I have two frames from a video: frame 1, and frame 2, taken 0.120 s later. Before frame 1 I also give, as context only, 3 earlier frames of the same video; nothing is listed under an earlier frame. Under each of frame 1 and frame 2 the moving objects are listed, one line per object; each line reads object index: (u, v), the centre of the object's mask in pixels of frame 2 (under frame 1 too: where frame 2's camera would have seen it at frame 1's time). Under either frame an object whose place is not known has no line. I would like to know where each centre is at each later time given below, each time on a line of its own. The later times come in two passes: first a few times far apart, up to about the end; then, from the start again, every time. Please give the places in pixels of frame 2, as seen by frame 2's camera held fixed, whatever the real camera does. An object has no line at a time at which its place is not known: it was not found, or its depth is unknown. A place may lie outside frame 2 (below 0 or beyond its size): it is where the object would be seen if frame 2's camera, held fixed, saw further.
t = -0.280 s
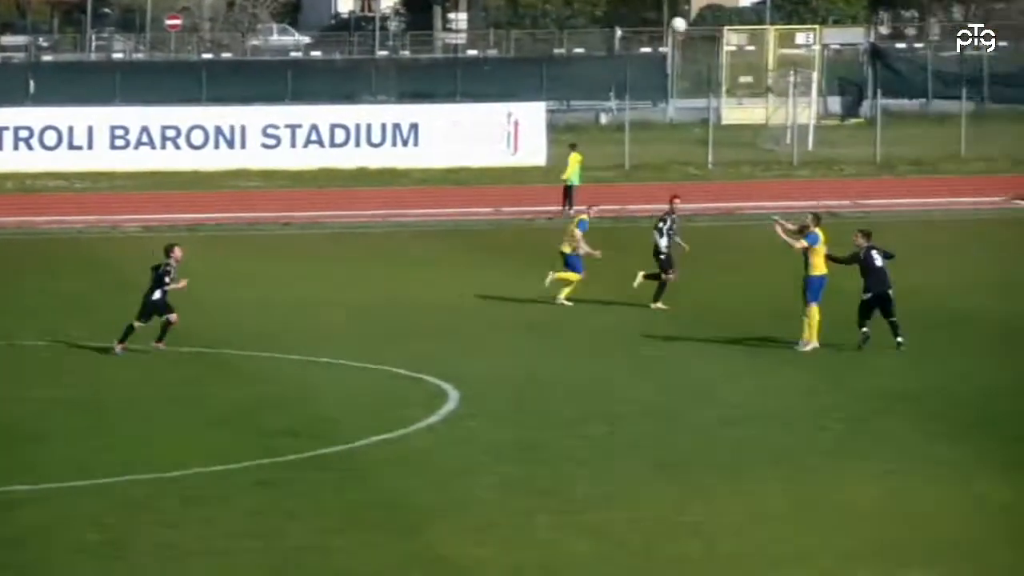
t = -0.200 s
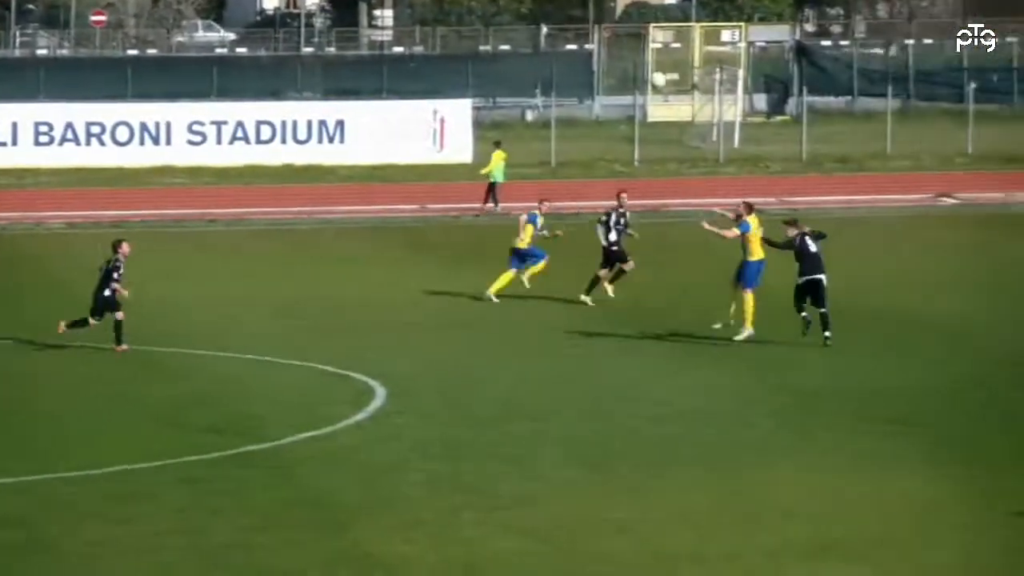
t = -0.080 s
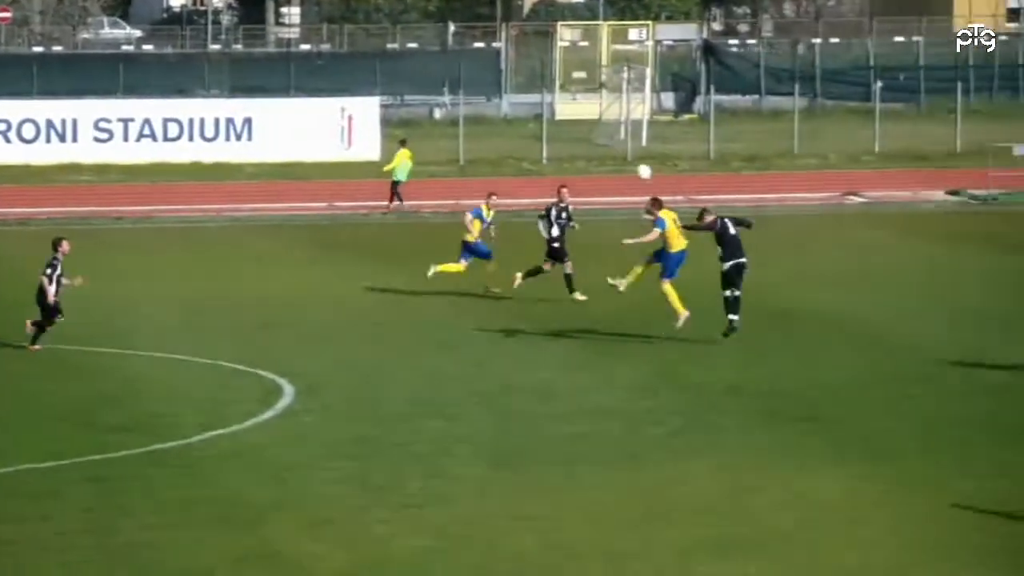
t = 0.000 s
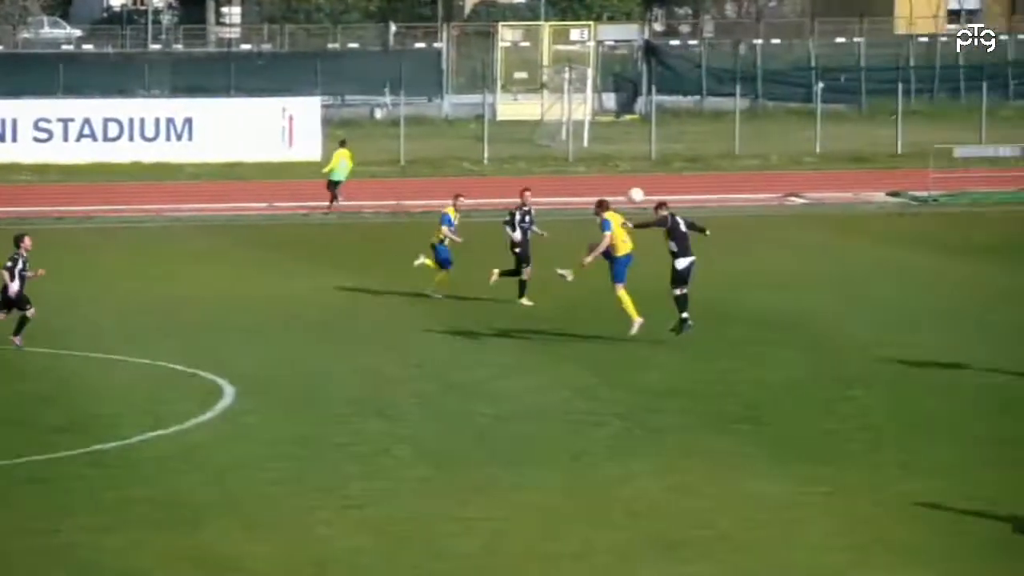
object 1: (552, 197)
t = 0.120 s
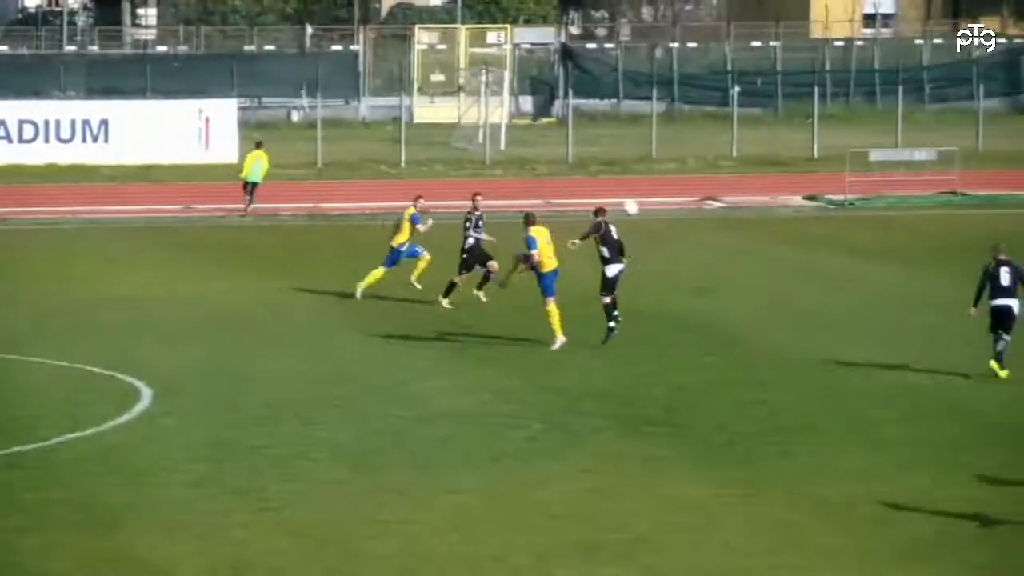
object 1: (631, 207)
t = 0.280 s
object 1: (725, 237)
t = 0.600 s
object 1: (893, 302)
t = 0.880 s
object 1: (1003, 251)
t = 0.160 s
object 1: (655, 213)
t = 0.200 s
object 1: (679, 219)
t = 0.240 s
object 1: (702, 228)
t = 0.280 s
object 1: (725, 237)
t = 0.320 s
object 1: (749, 249)
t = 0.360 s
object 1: (771, 260)
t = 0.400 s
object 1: (794, 273)
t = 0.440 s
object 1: (816, 287)
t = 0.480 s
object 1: (837, 302)
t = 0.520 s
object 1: (859, 318)
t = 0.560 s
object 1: (876, 314)
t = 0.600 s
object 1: (893, 302)
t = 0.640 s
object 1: (909, 291)
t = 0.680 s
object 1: (925, 282)
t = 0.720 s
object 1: (942, 273)
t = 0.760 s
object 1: (958, 265)
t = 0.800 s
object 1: (973, 259)
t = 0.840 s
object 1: (988, 254)
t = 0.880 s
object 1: (1003, 251)
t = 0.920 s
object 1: (1019, 248)
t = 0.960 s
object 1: (1035, 247)
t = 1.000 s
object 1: (1051, 247)
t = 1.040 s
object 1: (1067, 248)
